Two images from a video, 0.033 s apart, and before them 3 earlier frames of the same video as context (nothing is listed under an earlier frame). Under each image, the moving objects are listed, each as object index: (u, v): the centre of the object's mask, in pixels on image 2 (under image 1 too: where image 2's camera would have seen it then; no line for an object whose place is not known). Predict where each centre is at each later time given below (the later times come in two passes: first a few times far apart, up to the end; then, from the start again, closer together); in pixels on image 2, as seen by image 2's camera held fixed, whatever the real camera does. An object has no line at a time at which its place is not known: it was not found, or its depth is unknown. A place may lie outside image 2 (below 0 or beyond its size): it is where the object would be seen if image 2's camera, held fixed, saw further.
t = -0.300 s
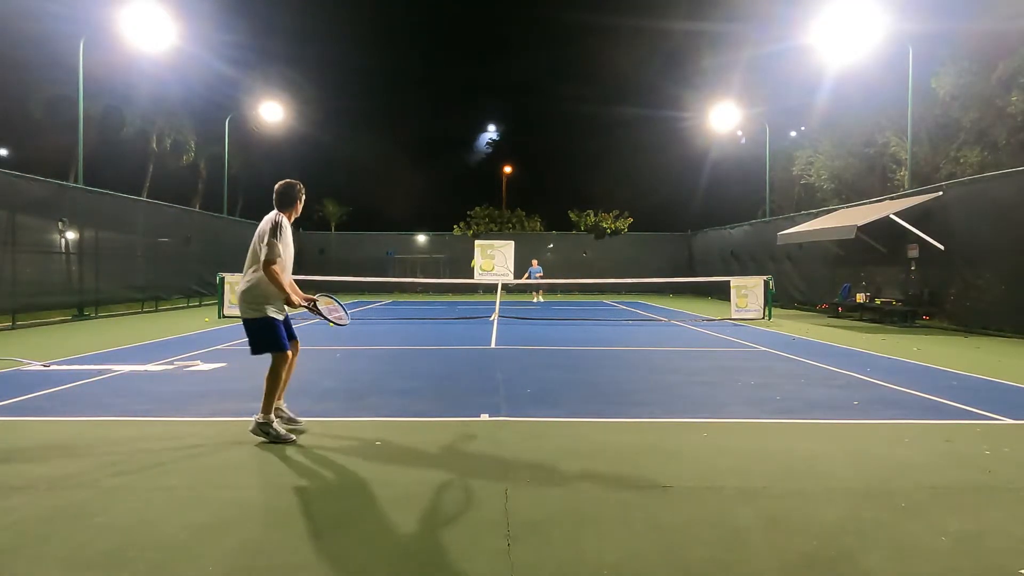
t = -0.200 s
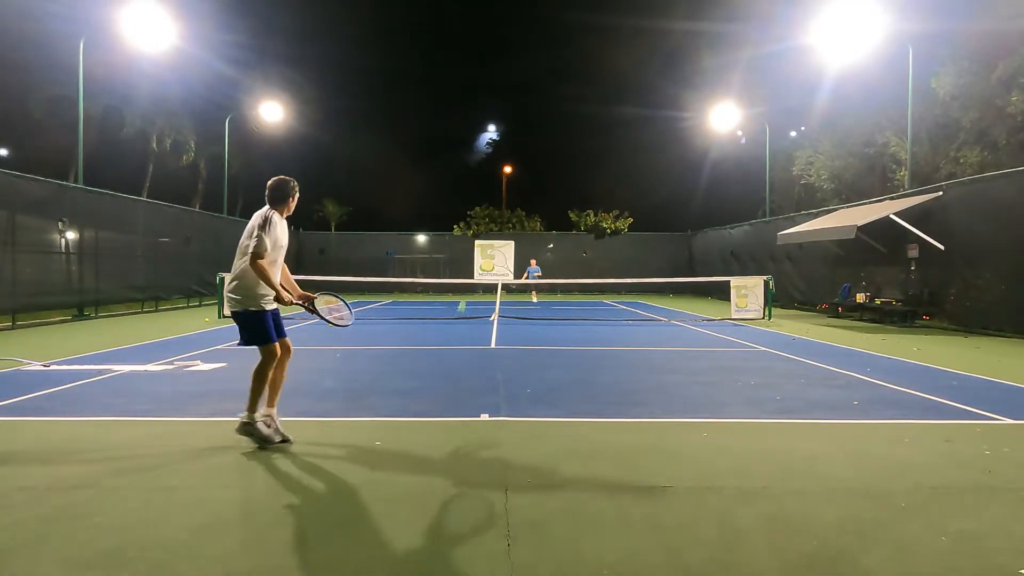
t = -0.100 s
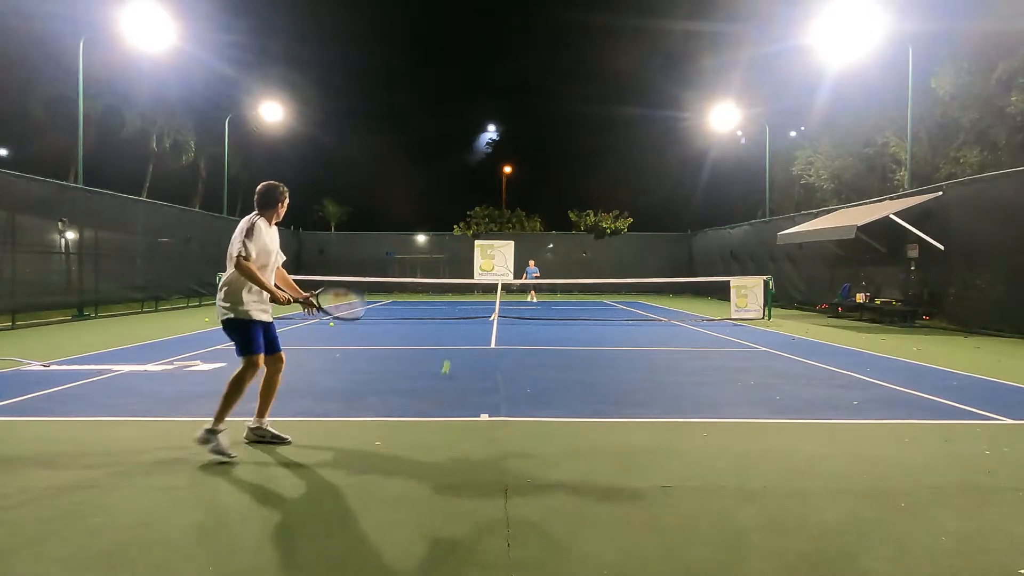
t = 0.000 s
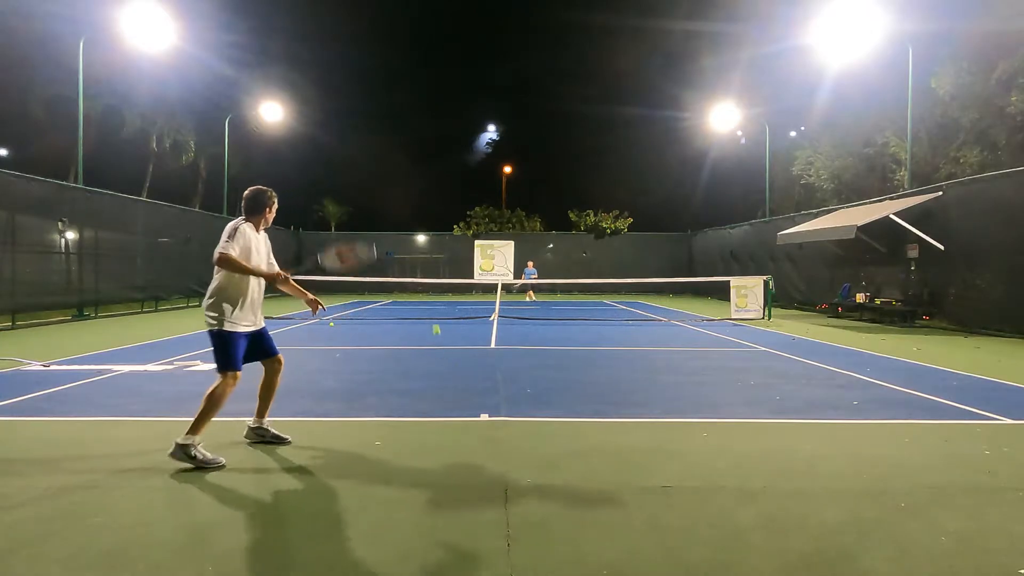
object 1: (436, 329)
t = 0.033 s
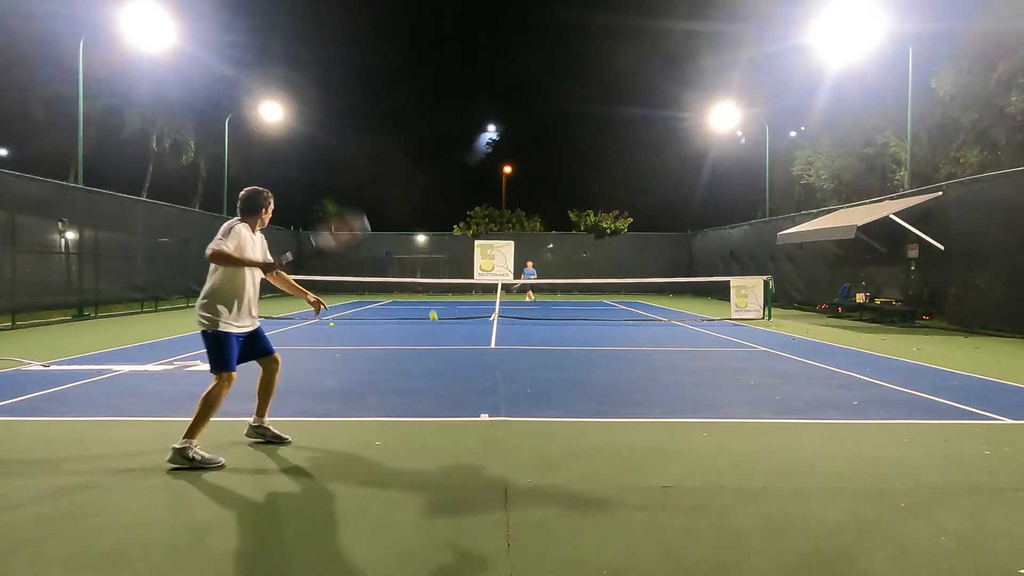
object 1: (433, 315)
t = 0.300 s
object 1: (403, 230)
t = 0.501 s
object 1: (372, 207)
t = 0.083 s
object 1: (429, 294)
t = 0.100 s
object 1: (427, 289)
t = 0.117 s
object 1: (425, 285)
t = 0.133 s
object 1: (423, 276)
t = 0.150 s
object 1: (421, 272)
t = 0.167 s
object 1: (420, 267)
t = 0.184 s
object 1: (418, 261)
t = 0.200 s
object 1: (416, 256)
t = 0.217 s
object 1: (414, 251)
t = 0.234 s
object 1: (411, 246)
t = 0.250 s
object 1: (409, 242)
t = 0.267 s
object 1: (407, 238)
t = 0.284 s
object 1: (405, 233)
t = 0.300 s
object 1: (403, 230)
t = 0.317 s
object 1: (401, 226)
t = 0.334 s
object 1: (399, 223)
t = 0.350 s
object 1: (396, 220)
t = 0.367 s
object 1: (394, 217)
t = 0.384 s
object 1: (391, 215)
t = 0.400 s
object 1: (389, 213)
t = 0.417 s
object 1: (386, 211)
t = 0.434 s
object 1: (384, 210)
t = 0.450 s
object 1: (381, 209)
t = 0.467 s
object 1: (378, 208)
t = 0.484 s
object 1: (375, 207)
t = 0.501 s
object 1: (372, 207)
